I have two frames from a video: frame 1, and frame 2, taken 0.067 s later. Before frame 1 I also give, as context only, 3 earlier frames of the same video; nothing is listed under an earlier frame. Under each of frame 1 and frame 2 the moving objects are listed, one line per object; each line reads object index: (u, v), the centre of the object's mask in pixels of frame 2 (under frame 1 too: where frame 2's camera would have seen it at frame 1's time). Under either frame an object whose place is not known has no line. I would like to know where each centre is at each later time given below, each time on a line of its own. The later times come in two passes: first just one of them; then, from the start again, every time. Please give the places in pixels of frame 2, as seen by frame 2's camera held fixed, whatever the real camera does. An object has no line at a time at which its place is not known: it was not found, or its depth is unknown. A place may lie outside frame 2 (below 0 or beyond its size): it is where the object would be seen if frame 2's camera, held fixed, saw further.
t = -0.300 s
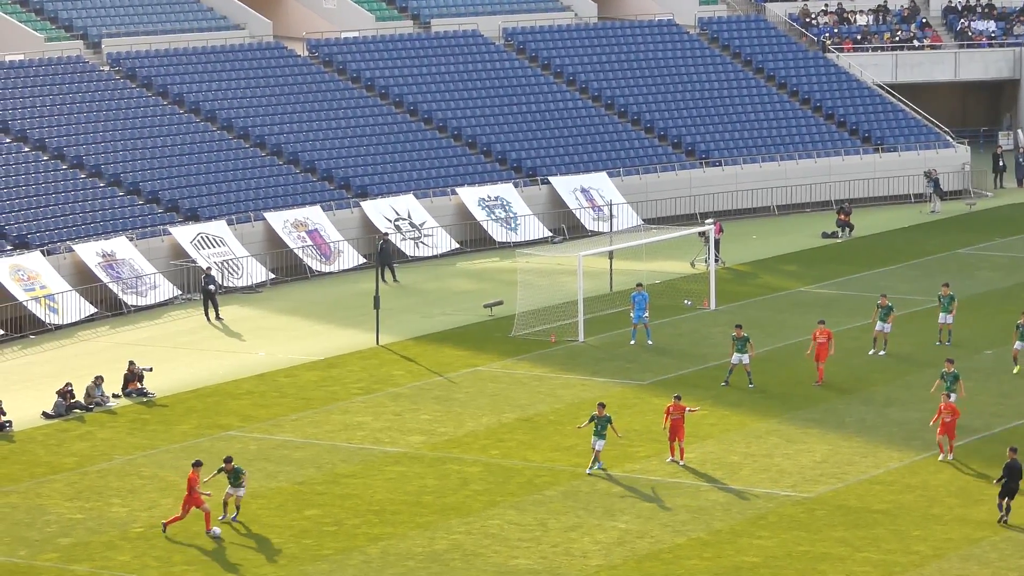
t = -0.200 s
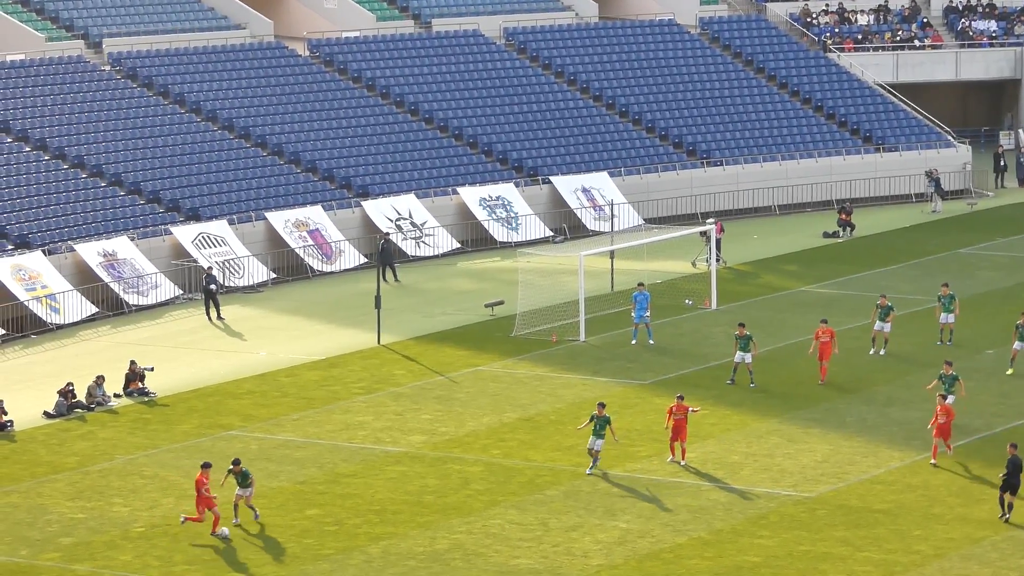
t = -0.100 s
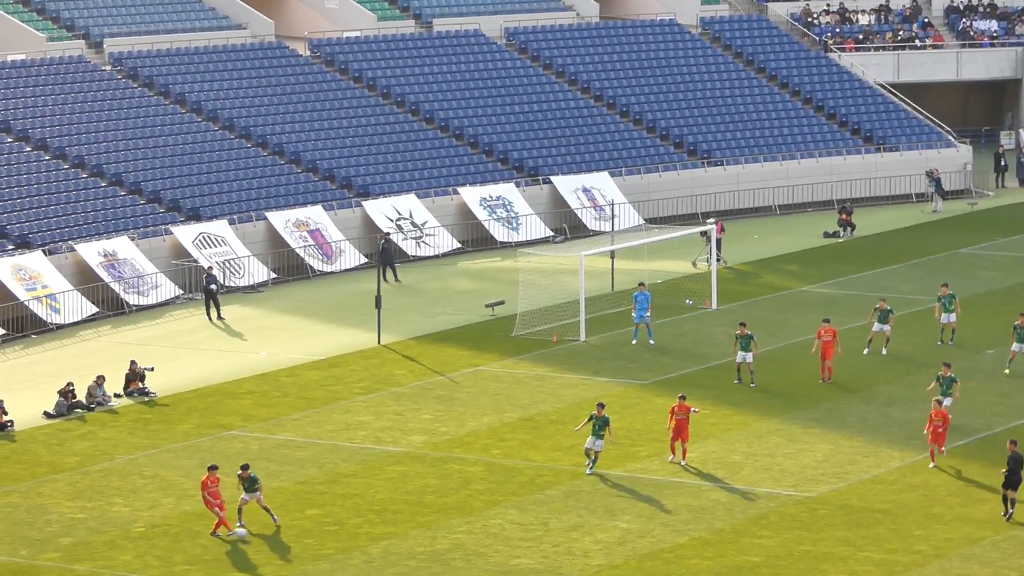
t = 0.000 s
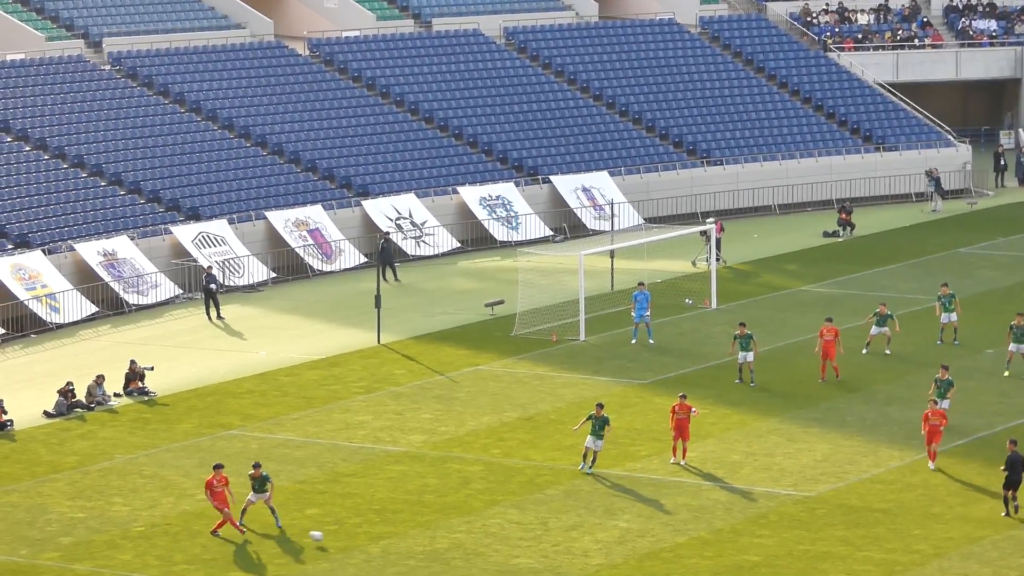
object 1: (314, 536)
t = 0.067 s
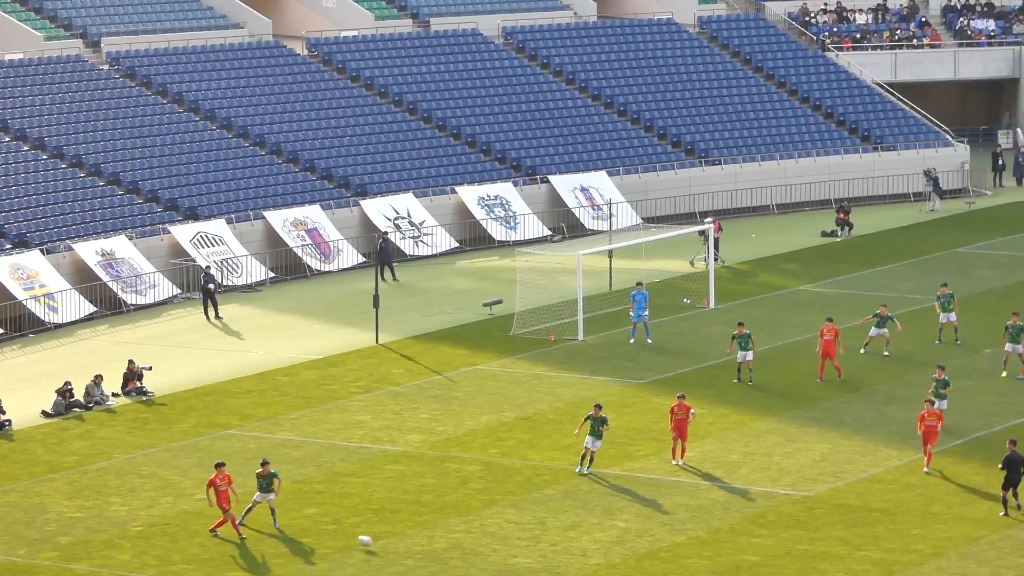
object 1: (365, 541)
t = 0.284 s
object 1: (518, 554)
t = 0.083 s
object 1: (379, 543)
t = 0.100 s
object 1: (391, 545)
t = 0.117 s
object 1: (404, 546)
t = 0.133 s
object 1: (416, 548)
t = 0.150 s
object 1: (428, 549)
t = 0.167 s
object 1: (439, 550)
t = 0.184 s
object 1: (450, 551)
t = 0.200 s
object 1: (462, 551)
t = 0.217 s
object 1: (472, 551)
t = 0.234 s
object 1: (484, 551)
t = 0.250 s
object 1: (495, 553)
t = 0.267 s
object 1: (507, 553)
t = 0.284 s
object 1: (518, 554)
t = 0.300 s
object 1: (530, 556)
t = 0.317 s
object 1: (541, 557)
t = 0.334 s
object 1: (550, 558)
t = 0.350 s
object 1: (559, 558)
